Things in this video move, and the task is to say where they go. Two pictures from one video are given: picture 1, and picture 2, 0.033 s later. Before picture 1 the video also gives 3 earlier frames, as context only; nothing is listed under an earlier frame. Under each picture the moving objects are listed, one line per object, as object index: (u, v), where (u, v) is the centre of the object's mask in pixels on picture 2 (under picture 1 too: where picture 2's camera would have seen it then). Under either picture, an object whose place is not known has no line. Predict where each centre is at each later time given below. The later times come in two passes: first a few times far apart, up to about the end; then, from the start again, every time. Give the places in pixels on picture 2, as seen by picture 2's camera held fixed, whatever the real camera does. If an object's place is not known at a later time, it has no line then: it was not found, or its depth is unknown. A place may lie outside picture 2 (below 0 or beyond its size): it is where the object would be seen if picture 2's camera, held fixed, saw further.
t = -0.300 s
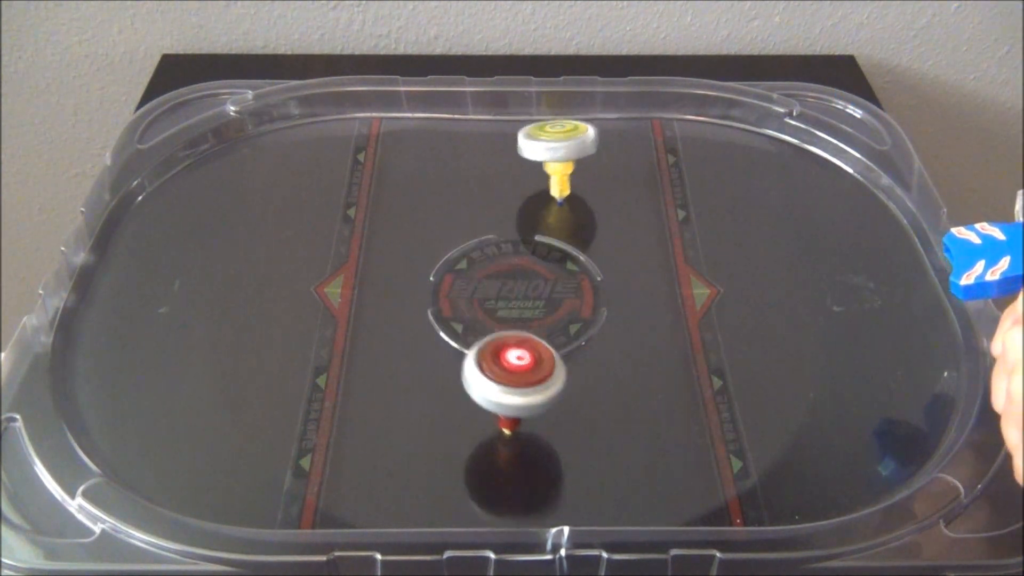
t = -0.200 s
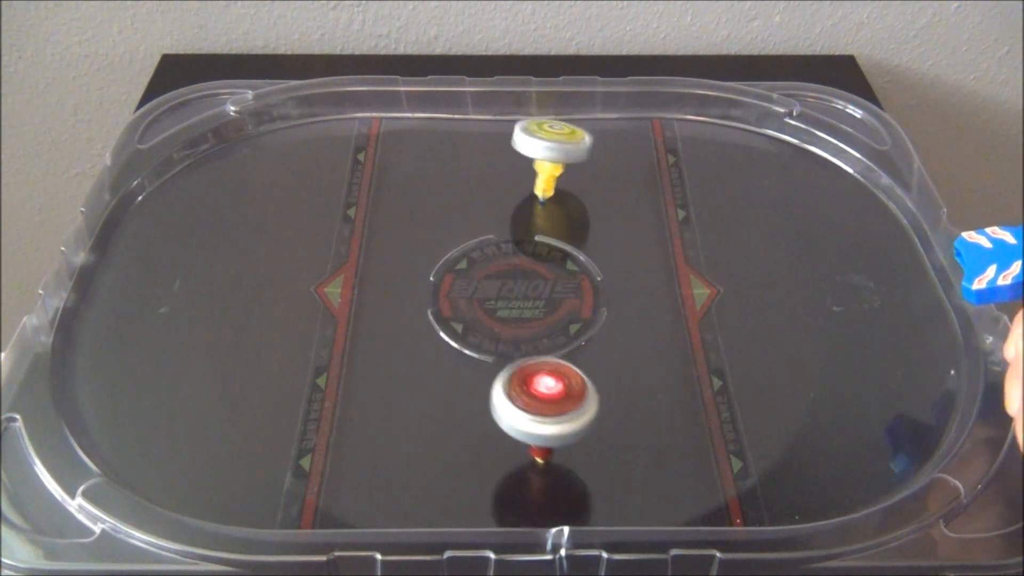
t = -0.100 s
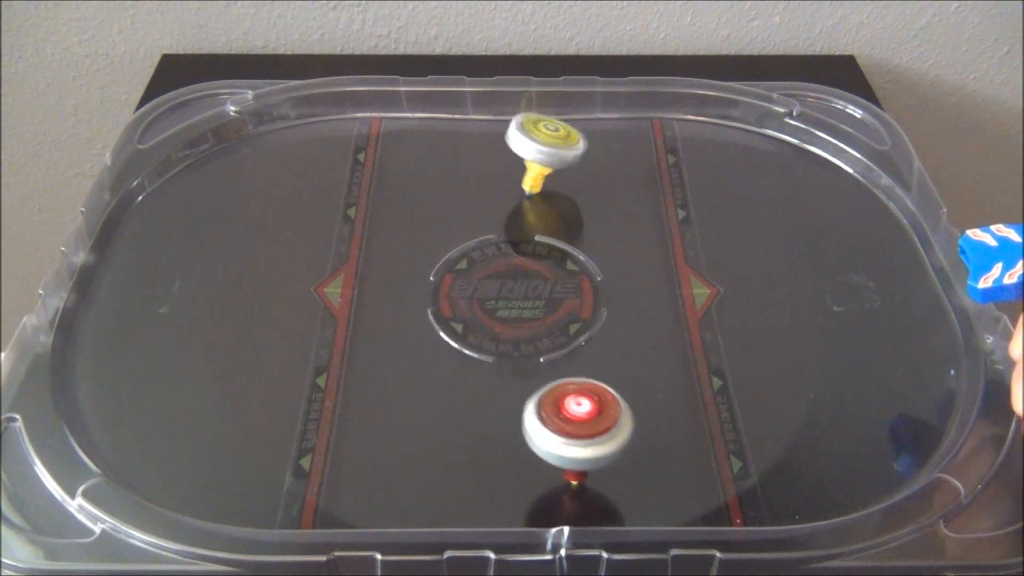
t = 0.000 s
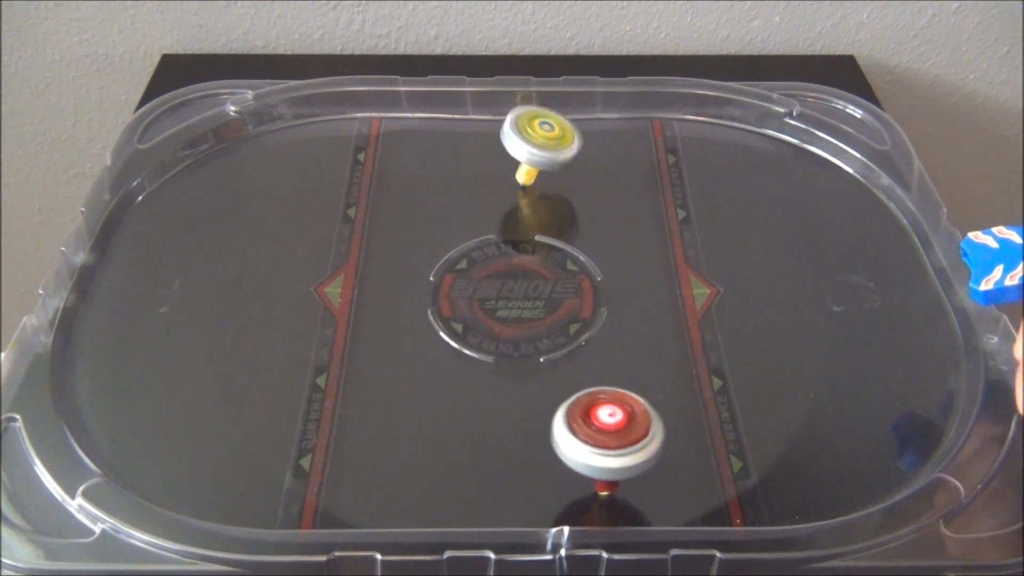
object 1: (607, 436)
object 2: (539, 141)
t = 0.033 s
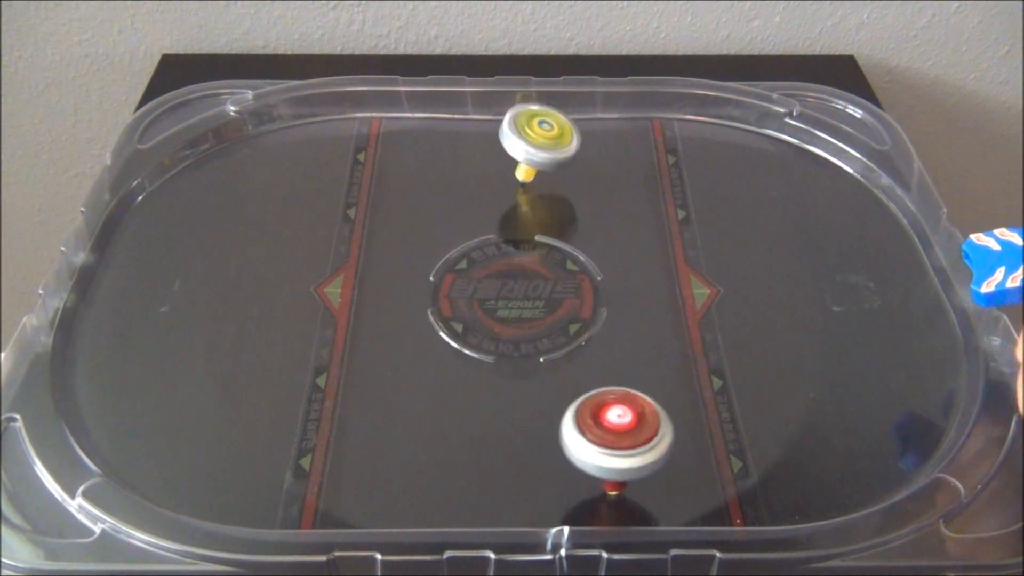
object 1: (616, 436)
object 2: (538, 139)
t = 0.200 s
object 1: (652, 416)
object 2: (538, 131)
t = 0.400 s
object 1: (668, 361)
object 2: (546, 134)
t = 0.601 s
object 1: (656, 297)
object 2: (541, 148)
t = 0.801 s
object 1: (612, 244)
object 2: (527, 154)
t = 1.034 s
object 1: (587, 206)
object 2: (512, 146)
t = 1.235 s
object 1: (572, 196)
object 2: (510, 136)
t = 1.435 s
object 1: (594, 207)
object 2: (518, 139)
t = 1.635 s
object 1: (636, 255)
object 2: (514, 152)
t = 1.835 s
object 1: (665, 310)
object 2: (500, 159)
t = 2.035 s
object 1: (668, 363)
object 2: (486, 155)
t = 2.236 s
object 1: (631, 398)
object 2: (479, 145)
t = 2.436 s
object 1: (563, 400)
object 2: (486, 144)
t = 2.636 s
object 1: (491, 371)
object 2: (487, 157)
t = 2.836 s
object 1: (430, 326)
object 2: (476, 166)
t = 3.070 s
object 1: (381, 269)
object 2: (458, 164)
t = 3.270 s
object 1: (370, 223)
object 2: (449, 155)
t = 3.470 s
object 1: (388, 193)
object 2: (457, 153)
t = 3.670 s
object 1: (340, 214)
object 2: (518, 147)
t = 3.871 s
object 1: (338, 249)
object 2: (511, 158)
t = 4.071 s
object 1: (380, 291)
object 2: (511, 162)
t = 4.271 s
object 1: (451, 320)
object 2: (513, 160)
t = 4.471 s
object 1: (532, 318)
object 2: (507, 160)
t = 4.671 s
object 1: (592, 286)
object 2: (500, 166)
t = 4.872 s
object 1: (617, 238)
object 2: (501, 169)
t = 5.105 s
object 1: (600, 185)
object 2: (507, 169)
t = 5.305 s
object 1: (624, 165)
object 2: (446, 164)
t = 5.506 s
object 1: (642, 168)
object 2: (442, 172)
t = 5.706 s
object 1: (635, 190)
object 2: (432, 179)
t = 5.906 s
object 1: (607, 227)
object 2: (421, 178)
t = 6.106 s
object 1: (604, 271)
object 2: (418, 173)
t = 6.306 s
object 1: (563, 286)
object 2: (421, 181)
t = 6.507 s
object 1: (567, 276)
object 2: (415, 191)
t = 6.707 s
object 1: (576, 250)
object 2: (406, 194)
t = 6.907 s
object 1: (575, 229)
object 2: (396, 191)
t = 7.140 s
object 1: (558, 220)
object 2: (401, 195)
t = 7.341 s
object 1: (532, 225)
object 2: (401, 208)
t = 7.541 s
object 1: (501, 238)
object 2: (395, 214)
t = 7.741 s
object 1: (471, 260)
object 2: (383, 214)
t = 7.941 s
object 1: (452, 285)
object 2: (384, 216)
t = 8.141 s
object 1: (483, 285)
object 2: (389, 226)
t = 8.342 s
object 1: (542, 301)
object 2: (386, 235)
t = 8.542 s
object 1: (563, 282)
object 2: (377, 239)
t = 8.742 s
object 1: (591, 244)
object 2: (374, 240)
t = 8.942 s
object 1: (603, 224)
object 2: (380, 246)
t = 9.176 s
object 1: (595, 216)
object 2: (382, 259)
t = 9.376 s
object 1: (619, 222)
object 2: (376, 267)
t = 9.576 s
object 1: (645, 262)
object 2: (373, 267)
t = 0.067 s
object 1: (624, 434)
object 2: (537, 137)
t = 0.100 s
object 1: (632, 432)
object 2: (537, 135)
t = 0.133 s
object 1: (639, 428)
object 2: (537, 133)
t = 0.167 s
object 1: (646, 422)
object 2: (537, 132)
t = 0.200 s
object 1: (652, 416)
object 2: (538, 131)
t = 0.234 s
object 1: (656, 408)
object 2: (539, 130)
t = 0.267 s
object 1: (660, 400)
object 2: (541, 130)
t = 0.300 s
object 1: (663, 392)
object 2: (542, 130)
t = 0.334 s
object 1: (666, 382)
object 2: (544, 131)
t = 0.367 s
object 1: (667, 372)
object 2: (545, 133)
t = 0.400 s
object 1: (668, 361)
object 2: (546, 134)
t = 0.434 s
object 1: (667, 350)
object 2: (546, 137)
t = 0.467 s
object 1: (667, 338)
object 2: (546, 139)
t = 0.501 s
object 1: (665, 328)
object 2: (545, 141)
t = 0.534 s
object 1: (663, 317)
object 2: (544, 143)
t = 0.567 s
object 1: (659, 307)
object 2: (543, 146)
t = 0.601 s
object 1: (656, 297)
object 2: (541, 148)
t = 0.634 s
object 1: (650, 287)
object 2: (539, 150)
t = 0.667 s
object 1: (644, 277)
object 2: (536, 152)
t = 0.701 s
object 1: (637, 268)
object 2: (533, 153)
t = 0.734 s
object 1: (629, 259)
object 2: (531, 153)
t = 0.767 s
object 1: (621, 251)
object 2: (529, 154)
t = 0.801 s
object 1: (612, 244)
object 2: (527, 154)
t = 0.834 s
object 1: (602, 237)
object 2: (525, 154)
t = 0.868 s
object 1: (598, 231)
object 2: (523, 153)
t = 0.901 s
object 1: (599, 224)
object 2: (520, 152)
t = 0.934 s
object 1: (597, 219)
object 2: (518, 150)
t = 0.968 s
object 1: (591, 215)
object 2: (516, 149)
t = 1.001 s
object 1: (588, 211)
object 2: (513, 148)
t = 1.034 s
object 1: (587, 206)
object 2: (512, 146)
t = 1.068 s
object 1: (583, 204)
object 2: (511, 145)
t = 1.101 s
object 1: (578, 202)
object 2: (510, 143)
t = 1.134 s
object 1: (577, 200)
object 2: (509, 141)
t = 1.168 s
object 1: (576, 196)
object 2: (509, 139)
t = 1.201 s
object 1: (574, 195)
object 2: (509, 137)
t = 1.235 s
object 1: (572, 196)
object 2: (510, 136)
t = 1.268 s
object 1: (573, 196)
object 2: (512, 135)
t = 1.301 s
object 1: (576, 194)
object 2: (513, 135)
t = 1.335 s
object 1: (579, 193)
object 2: (515, 135)
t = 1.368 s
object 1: (581, 196)
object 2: (516, 136)
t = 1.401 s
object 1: (586, 201)
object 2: (517, 137)
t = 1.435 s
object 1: (594, 207)
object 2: (518, 139)
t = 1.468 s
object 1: (602, 215)
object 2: (519, 141)
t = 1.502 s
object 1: (609, 222)
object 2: (518, 143)
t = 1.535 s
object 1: (616, 230)
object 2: (519, 146)
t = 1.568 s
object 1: (624, 238)
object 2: (518, 148)
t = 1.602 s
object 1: (630, 247)
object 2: (516, 150)
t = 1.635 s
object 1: (636, 255)
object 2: (514, 152)
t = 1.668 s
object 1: (642, 264)
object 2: (512, 154)
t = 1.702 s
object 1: (648, 273)
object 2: (510, 156)
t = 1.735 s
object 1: (653, 281)
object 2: (507, 157)
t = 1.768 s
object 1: (658, 291)
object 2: (505, 158)
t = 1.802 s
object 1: (662, 301)
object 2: (503, 159)
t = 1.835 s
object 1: (665, 310)
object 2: (500, 159)
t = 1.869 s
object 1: (668, 319)
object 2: (498, 159)
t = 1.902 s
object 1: (670, 328)
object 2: (495, 159)
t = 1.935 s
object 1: (671, 337)
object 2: (493, 158)
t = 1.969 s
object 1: (671, 346)
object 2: (490, 157)
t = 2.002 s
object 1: (670, 354)
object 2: (488, 156)
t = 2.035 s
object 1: (668, 363)
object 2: (486, 155)
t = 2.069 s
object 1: (664, 371)
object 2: (484, 153)
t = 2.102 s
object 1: (660, 377)
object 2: (482, 152)
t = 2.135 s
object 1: (655, 384)
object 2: (480, 150)
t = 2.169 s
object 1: (648, 389)
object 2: (479, 148)
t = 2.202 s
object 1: (640, 394)
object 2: (479, 147)
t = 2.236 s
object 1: (631, 398)
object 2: (479, 145)
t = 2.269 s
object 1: (622, 401)
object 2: (480, 144)
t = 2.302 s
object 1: (611, 403)
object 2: (481, 143)
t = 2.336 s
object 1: (599, 404)
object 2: (482, 143)
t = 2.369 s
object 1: (588, 403)
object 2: (483, 142)
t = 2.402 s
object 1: (575, 402)
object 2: (484, 143)
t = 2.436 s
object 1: (563, 400)
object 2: (486, 144)
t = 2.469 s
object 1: (550, 397)
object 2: (487, 146)
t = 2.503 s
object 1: (538, 393)
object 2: (488, 147)
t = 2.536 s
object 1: (526, 388)
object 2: (489, 150)
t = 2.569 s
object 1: (514, 383)
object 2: (488, 152)
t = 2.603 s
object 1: (502, 377)
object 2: (488, 154)
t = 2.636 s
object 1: (491, 371)
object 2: (487, 157)
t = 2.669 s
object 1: (480, 364)
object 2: (485, 159)
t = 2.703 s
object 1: (469, 357)
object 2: (484, 160)
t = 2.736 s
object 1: (458, 349)
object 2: (482, 162)
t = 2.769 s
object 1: (448, 342)
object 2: (480, 164)
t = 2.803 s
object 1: (439, 334)
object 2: (478, 165)
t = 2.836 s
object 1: (430, 326)
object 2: (476, 166)
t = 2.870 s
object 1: (421, 318)
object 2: (473, 167)
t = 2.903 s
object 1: (413, 310)
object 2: (471, 167)
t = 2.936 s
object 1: (405, 302)
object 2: (469, 167)
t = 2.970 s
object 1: (398, 294)
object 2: (466, 167)
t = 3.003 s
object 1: (392, 285)
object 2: (463, 166)
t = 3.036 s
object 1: (386, 277)
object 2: (461, 165)
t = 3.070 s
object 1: (381, 269)
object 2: (458, 164)
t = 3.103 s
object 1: (376, 260)
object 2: (456, 163)
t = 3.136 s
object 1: (373, 253)
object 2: (454, 162)
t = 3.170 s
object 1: (371, 245)
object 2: (453, 160)
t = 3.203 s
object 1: (369, 237)
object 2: (451, 158)
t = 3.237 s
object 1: (369, 230)
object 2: (450, 157)
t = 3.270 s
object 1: (370, 223)
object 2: (449, 155)
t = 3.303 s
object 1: (371, 217)
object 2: (450, 154)
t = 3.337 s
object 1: (374, 211)
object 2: (451, 154)
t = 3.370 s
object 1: (376, 205)
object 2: (452, 153)
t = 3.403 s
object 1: (380, 200)
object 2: (453, 153)
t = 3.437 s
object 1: (384, 196)
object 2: (454, 153)
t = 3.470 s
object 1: (388, 193)
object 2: (457, 153)
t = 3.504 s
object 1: (374, 197)
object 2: (473, 148)
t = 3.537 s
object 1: (365, 200)
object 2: (488, 143)
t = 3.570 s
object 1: (357, 203)
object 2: (501, 141)
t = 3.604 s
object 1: (350, 206)
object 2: (511, 141)
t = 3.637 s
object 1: (345, 210)
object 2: (516, 143)
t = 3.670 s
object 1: (340, 214)
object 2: (518, 147)
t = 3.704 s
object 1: (337, 219)
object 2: (517, 151)
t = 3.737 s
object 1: (335, 224)
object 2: (516, 153)
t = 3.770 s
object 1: (333, 230)
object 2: (514, 155)
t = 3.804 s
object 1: (334, 236)
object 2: (512, 156)
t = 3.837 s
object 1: (336, 242)
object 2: (511, 157)
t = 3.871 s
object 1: (338, 249)
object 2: (511, 158)
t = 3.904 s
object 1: (342, 255)
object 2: (510, 159)
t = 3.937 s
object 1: (348, 262)
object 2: (510, 160)
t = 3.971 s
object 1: (354, 270)
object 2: (510, 161)
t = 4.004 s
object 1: (362, 277)
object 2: (510, 161)
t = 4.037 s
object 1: (371, 284)
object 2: (510, 162)
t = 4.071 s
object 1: (380, 291)
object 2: (511, 162)
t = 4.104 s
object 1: (390, 298)
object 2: (512, 162)
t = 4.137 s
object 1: (401, 304)
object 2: (512, 161)
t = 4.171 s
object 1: (413, 309)
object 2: (512, 160)
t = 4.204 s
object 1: (425, 314)
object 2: (513, 160)
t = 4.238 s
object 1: (438, 317)
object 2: (513, 160)
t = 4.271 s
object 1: (451, 320)
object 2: (513, 160)
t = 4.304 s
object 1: (465, 322)
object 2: (512, 159)
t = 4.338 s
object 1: (478, 323)
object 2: (511, 159)
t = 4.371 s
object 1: (492, 324)
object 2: (510, 159)
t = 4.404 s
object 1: (505, 323)
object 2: (510, 159)
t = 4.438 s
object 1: (518, 321)
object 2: (509, 159)
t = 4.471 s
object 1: (532, 318)
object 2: (507, 160)
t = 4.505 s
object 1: (544, 314)
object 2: (505, 161)
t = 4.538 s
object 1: (556, 310)
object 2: (504, 162)
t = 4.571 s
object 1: (566, 305)
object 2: (503, 164)
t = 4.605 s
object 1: (575, 299)
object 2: (502, 164)
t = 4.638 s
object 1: (584, 293)
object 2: (501, 165)
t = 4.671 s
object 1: (592, 286)
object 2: (500, 166)
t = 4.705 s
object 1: (599, 279)
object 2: (499, 167)
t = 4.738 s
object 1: (605, 270)
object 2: (499, 168)
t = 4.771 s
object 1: (610, 262)
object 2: (499, 168)
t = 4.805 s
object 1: (613, 254)
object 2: (500, 169)
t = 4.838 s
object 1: (616, 246)
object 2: (500, 169)
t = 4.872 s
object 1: (617, 238)
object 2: (501, 169)
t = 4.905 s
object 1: (617, 230)
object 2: (502, 169)
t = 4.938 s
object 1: (616, 222)
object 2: (503, 169)
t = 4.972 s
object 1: (615, 214)
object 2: (504, 169)
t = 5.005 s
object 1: (612, 206)
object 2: (505, 169)
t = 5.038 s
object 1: (609, 199)
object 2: (506, 169)
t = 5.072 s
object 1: (605, 192)
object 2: (507, 169)
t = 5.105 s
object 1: (600, 185)
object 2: (507, 169)
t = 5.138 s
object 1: (595, 179)
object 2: (506, 169)
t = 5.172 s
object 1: (592, 174)
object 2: (502, 169)
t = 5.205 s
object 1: (603, 172)
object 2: (483, 167)
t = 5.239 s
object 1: (611, 169)
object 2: (467, 167)
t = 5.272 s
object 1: (617, 167)
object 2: (455, 164)
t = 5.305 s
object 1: (624, 165)
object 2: (446, 164)
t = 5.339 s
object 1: (629, 164)
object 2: (441, 164)
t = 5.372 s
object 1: (633, 164)
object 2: (442, 165)
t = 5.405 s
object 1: (636, 164)
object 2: (443, 165)
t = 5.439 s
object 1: (639, 165)
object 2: (444, 166)
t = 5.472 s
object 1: (641, 166)
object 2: (444, 169)
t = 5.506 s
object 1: (642, 168)
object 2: (442, 172)
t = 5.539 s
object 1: (643, 170)
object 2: (440, 174)
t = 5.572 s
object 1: (643, 172)
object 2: (436, 176)
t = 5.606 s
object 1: (642, 176)
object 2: (434, 177)
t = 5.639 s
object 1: (641, 180)
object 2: (434, 178)
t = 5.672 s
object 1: (638, 185)
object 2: (433, 179)
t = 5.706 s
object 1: (635, 190)
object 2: (432, 179)
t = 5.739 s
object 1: (631, 195)
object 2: (431, 179)
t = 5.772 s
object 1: (627, 201)
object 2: (430, 179)
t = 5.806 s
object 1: (622, 208)
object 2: (428, 179)
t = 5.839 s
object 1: (616, 215)
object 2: (426, 179)
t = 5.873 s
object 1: (610, 222)
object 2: (423, 178)
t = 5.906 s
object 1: (607, 227)
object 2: (421, 178)
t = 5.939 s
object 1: (611, 232)
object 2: (420, 176)
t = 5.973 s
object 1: (609, 238)
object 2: (418, 175)
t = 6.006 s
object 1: (606, 244)
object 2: (417, 174)
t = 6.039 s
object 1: (604, 252)
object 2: (418, 174)
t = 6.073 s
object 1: (604, 262)
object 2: (418, 173)
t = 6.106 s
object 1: (604, 271)
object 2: (418, 173)
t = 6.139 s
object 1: (603, 279)
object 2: (418, 174)
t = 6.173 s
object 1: (597, 286)
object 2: (419, 175)
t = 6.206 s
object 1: (587, 289)
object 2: (419, 175)
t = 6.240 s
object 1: (577, 287)
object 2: (420, 177)
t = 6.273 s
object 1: (569, 287)
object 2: (420, 179)
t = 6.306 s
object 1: (563, 286)
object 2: (421, 181)
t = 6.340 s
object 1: (560, 286)
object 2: (421, 183)
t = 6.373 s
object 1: (557, 286)
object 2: (419, 185)
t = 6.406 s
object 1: (558, 287)
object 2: (418, 187)
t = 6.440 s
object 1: (560, 285)
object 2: (417, 188)
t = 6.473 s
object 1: (563, 280)
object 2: (416, 190)
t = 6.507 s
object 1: (567, 276)
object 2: (415, 191)
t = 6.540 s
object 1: (569, 272)
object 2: (413, 192)
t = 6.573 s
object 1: (571, 267)
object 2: (413, 193)
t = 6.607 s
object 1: (573, 262)
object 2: (412, 193)
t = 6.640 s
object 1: (575, 259)
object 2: (410, 193)
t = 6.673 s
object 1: (576, 255)
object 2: (408, 194)
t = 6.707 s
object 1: (576, 250)
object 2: (406, 194)
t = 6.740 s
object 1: (578, 246)
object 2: (404, 194)
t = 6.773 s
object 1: (578, 243)
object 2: (401, 193)
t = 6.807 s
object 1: (578, 239)
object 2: (399, 193)
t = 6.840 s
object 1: (577, 235)
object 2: (398, 192)
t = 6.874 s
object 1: (576, 232)
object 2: (397, 191)
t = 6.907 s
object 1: (575, 229)
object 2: (396, 191)
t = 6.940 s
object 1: (574, 227)
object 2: (397, 191)
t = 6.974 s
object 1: (572, 225)
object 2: (397, 191)
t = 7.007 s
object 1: (570, 223)
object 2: (397, 191)
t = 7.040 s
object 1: (568, 222)
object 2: (397, 192)
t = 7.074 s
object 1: (566, 221)
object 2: (398, 193)
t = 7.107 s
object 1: (562, 220)
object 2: (399, 194)
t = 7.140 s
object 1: (558, 220)
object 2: (401, 195)
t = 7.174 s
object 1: (555, 220)
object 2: (402, 197)
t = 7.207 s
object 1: (551, 220)
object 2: (403, 200)
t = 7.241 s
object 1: (546, 221)
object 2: (403, 202)
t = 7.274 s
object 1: (542, 222)
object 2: (402, 204)
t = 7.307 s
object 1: (537, 223)
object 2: (401, 206)
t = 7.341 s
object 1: (532, 225)
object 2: (401, 208)
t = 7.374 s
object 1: (527, 226)
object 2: (399, 209)
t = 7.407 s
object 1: (522, 228)
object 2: (398, 210)
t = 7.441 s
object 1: (516, 230)
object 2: (398, 211)
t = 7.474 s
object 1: (511, 233)
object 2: (398, 212)
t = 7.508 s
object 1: (506, 235)
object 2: (397, 213)
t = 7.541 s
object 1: (501, 238)
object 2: (395, 214)
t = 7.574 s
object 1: (495, 242)
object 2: (394, 214)
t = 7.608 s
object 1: (490, 245)
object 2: (392, 215)
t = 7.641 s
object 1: (485, 248)
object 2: (389, 215)
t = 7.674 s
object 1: (481, 252)
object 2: (386, 215)
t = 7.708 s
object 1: (476, 256)
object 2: (385, 214)
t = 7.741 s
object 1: (471, 260)
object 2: (383, 214)
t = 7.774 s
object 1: (467, 263)
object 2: (383, 213)
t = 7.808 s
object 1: (463, 268)
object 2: (383, 213)
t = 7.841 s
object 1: (460, 272)
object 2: (383, 214)
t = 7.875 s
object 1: (456, 276)
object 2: (383, 214)
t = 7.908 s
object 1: (454, 281)
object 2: (383, 214)
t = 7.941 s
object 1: (452, 285)
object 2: (384, 216)
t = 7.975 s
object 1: (453, 284)
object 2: (385, 216)
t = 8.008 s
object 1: (459, 283)
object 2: (386, 217)
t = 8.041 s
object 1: (466, 281)
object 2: (387, 219)
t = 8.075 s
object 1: (471, 281)
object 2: (389, 221)
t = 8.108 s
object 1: (475, 283)
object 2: (389, 223)
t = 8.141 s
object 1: (483, 285)
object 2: (389, 226)
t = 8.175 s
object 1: (492, 289)
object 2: (388, 228)
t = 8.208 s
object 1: (502, 291)
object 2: (388, 230)
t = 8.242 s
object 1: (512, 294)
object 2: (387, 231)
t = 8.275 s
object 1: (522, 297)
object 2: (386, 233)
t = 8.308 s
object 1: (532, 299)
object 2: (386, 234)
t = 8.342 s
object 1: (542, 301)
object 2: (386, 235)
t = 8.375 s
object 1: (550, 303)
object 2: (385, 236)
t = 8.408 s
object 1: (552, 300)
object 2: (383, 237)
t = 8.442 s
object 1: (553, 295)
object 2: (383, 238)
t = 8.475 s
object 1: (554, 289)
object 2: (380, 238)
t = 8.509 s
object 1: (558, 286)
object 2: (378, 239)
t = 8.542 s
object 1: (563, 282)
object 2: (377, 239)
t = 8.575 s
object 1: (568, 278)
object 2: (375, 239)
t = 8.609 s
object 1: (575, 271)
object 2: (374, 239)
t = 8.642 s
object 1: (580, 264)
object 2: (373, 239)
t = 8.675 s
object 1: (584, 259)
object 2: (374, 239)
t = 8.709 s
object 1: (587, 251)
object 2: (374, 239)
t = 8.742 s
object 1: (591, 244)
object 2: (374, 240)
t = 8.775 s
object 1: (593, 238)
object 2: (375, 241)
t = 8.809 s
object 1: (595, 234)
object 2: (375, 241)
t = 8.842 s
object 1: (596, 232)
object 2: (376, 242)
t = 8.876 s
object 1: (599, 229)
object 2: (377, 243)
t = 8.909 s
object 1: (603, 227)
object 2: (379, 244)
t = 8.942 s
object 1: (603, 224)
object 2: (380, 246)
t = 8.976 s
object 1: (600, 222)
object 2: (381, 248)
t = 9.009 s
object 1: (597, 220)
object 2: (382, 251)
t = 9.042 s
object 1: (598, 217)
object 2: (382, 253)
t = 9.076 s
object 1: (600, 214)
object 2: (382, 254)
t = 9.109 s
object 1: (598, 214)
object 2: (382, 256)
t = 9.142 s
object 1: (595, 216)
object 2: (382, 258)
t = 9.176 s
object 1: (595, 216)
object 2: (382, 259)
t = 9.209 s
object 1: (602, 215)
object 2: (381, 261)
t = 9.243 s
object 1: (608, 213)
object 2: (381, 263)
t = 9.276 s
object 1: (612, 212)
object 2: (381, 264)
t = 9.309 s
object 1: (613, 214)
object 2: (379, 265)
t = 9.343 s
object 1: (614, 218)
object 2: (377, 266)
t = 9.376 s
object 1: (619, 222)
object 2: (376, 267)
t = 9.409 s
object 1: (625, 228)
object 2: (374, 267)
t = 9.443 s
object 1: (630, 234)
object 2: (373, 267)
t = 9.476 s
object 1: (635, 241)
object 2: (372, 267)
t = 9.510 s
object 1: (640, 248)
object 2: (373, 267)
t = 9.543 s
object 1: (643, 255)
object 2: (373, 267)
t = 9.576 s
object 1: (645, 262)
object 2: (373, 267)
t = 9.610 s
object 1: (648, 270)
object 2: (374, 268)
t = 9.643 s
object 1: (649, 277)
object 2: (374, 268)
